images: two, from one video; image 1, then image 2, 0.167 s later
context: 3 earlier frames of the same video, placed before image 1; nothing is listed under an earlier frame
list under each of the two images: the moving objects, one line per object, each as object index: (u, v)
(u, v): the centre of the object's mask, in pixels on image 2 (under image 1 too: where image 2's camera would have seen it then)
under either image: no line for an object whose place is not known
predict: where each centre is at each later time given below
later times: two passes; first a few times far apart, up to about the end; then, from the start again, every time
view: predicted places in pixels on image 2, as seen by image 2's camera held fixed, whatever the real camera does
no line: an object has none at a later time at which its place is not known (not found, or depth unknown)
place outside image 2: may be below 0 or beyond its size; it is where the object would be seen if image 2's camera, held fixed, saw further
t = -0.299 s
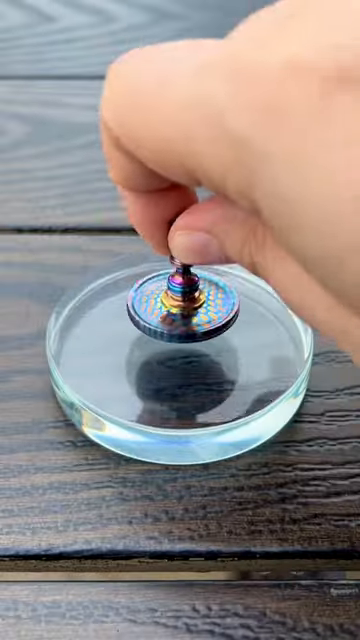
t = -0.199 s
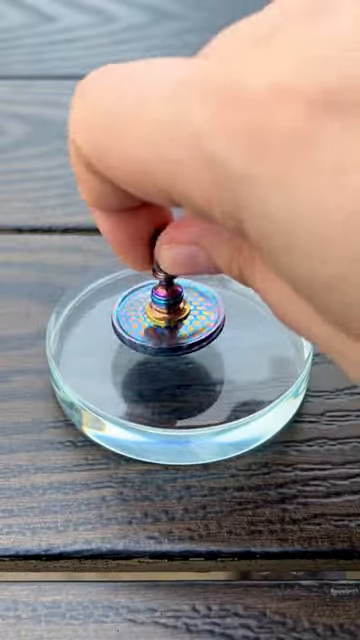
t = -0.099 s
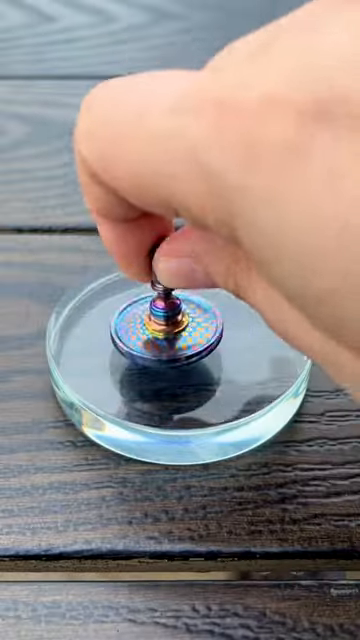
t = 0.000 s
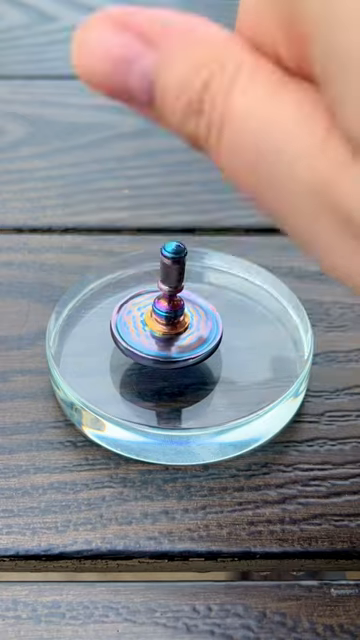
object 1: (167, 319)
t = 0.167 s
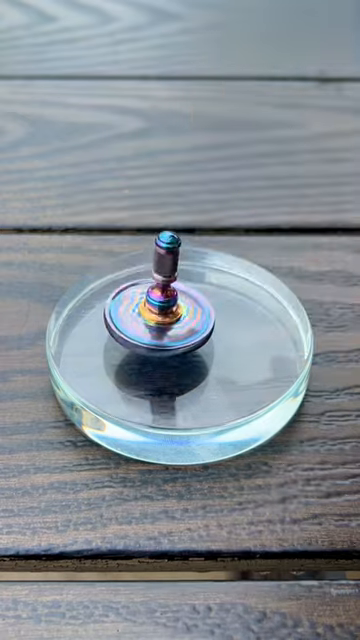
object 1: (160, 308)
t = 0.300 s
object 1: (158, 302)
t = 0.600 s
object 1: (171, 293)
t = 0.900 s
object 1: (186, 297)
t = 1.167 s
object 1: (181, 306)
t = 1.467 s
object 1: (161, 305)
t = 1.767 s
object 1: (156, 294)
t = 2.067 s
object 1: (171, 290)
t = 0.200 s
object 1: (159, 307)
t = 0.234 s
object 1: (159, 305)
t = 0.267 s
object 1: (158, 303)
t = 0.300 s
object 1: (158, 302)
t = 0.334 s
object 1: (159, 300)
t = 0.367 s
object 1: (160, 299)
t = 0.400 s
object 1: (161, 298)
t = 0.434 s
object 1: (162, 296)
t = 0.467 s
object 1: (163, 295)
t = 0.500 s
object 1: (165, 294)
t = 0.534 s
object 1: (167, 294)
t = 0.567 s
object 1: (169, 293)
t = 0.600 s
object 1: (171, 293)
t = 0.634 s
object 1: (174, 292)
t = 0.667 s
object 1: (176, 292)
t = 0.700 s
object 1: (178, 292)
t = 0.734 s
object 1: (180, 293)
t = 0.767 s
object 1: (182, 293)
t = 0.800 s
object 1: (183, 294)
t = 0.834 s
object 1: (185, 295)
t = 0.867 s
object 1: (185, 296)
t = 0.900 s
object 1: (186, 297)
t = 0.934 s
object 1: (187, 298)
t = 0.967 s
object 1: (187, 299)
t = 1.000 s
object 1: (187, 300)
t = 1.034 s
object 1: (186, 302)
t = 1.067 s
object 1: (185, 303)
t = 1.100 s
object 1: (184, 304)
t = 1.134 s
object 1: (183, 305)
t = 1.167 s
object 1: (181, 306)
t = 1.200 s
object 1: (179, 306)
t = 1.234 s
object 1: (177, 307)
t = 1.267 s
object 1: (175, 307)
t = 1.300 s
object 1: (173, 307)
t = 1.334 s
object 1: (170, 307)
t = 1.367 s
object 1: (168, 307)
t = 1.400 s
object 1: (165, 307)
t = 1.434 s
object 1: (163, 306)
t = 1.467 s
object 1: (161, 305)
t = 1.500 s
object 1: (160, 304)
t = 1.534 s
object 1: (158, 303)
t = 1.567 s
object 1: (157, 302)
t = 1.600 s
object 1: (156, 301)
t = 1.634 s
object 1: (155, 299)
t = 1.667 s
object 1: (155, 298)
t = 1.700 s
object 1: (155, 296)
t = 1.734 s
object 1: (155, 295)
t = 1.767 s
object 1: (156, 294)
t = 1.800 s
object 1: (157, 293)
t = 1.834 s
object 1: (158, 292)
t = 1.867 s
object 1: (160, 291)
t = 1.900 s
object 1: (161, 290)
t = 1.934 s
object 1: (163, 290)
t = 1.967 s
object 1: (165, 289)
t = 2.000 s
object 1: (167, 289)
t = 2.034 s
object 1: (169, 289)
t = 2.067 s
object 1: (171, 290)
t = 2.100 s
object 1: (173, 290)
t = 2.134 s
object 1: (175, 291)
